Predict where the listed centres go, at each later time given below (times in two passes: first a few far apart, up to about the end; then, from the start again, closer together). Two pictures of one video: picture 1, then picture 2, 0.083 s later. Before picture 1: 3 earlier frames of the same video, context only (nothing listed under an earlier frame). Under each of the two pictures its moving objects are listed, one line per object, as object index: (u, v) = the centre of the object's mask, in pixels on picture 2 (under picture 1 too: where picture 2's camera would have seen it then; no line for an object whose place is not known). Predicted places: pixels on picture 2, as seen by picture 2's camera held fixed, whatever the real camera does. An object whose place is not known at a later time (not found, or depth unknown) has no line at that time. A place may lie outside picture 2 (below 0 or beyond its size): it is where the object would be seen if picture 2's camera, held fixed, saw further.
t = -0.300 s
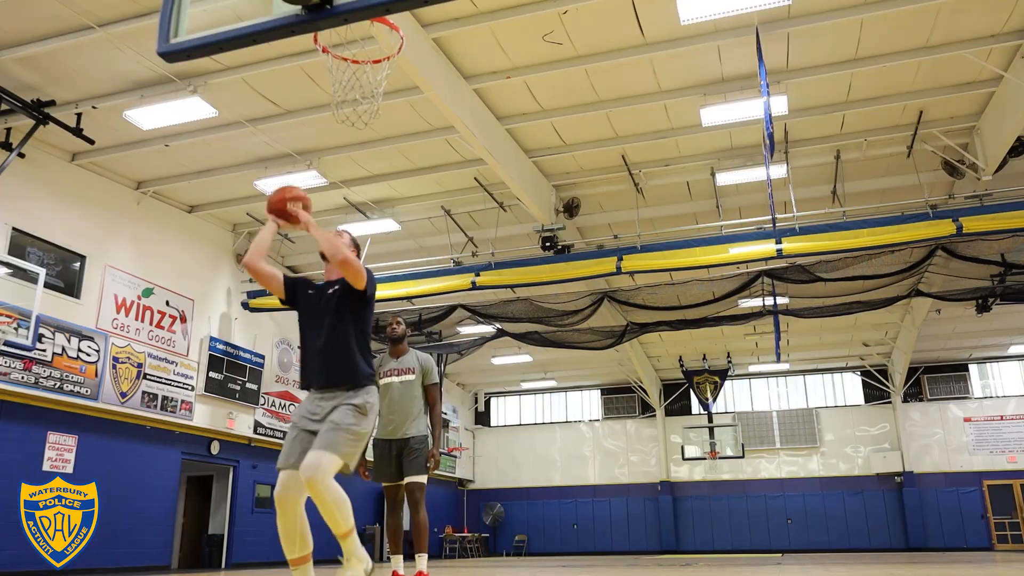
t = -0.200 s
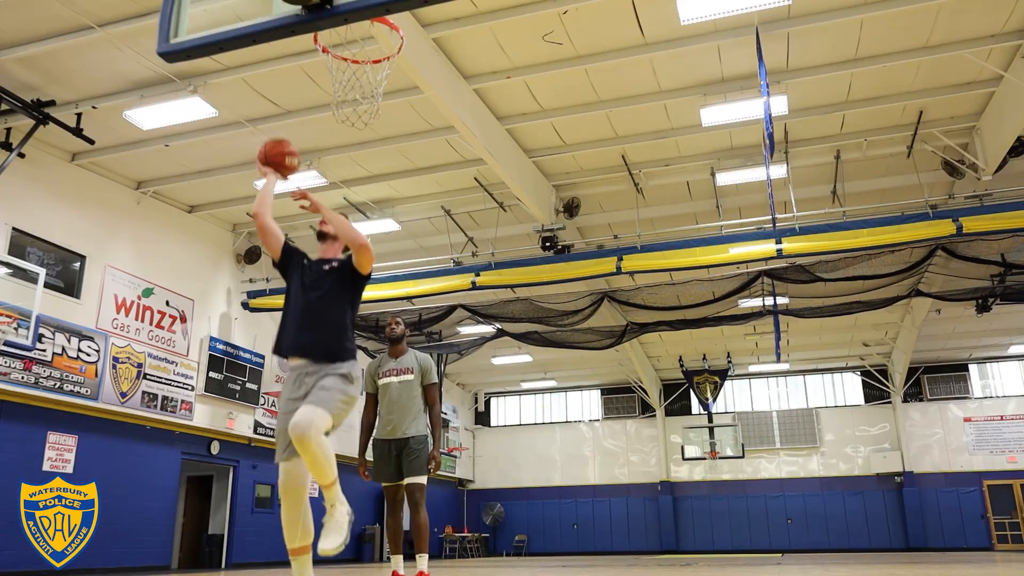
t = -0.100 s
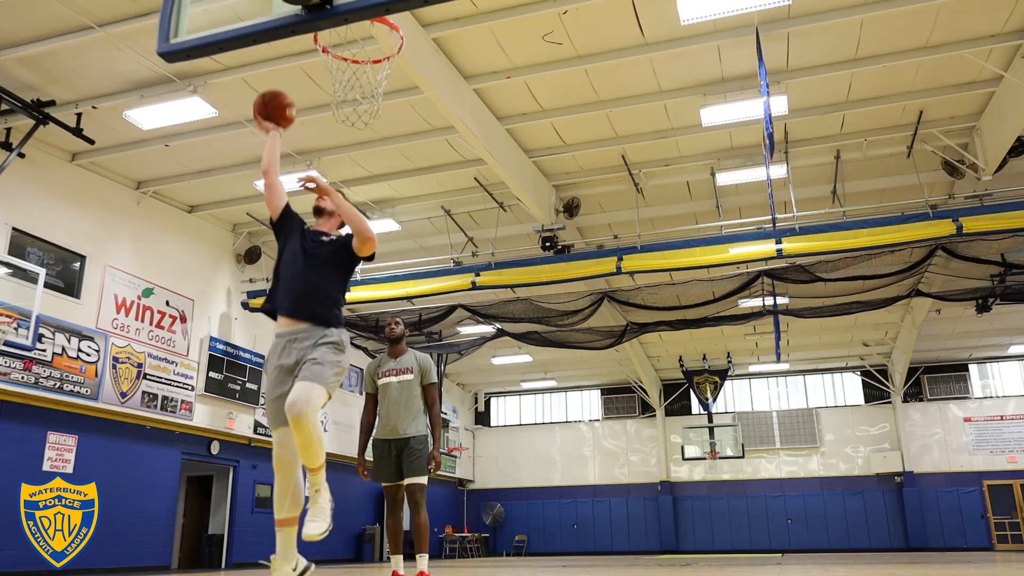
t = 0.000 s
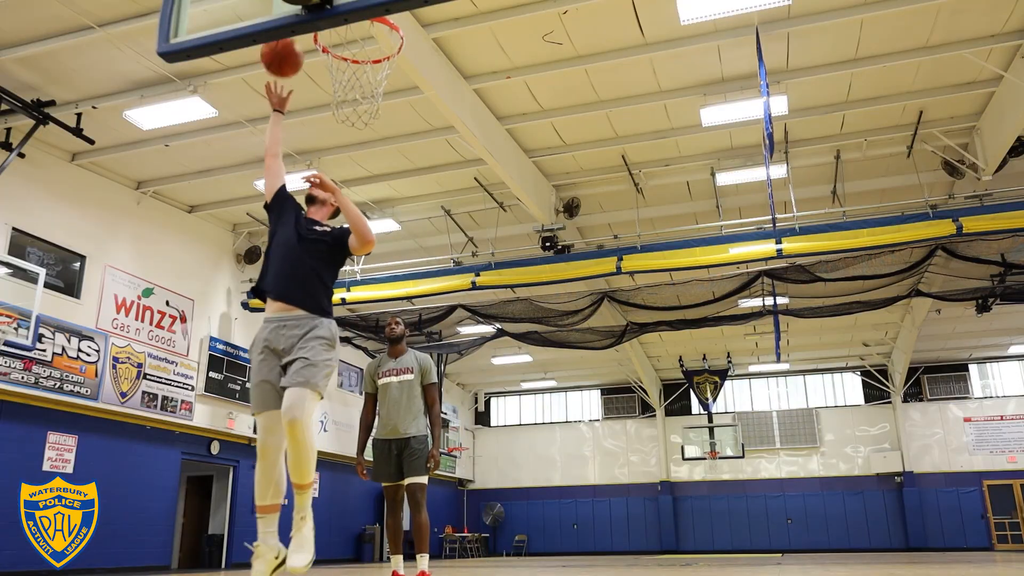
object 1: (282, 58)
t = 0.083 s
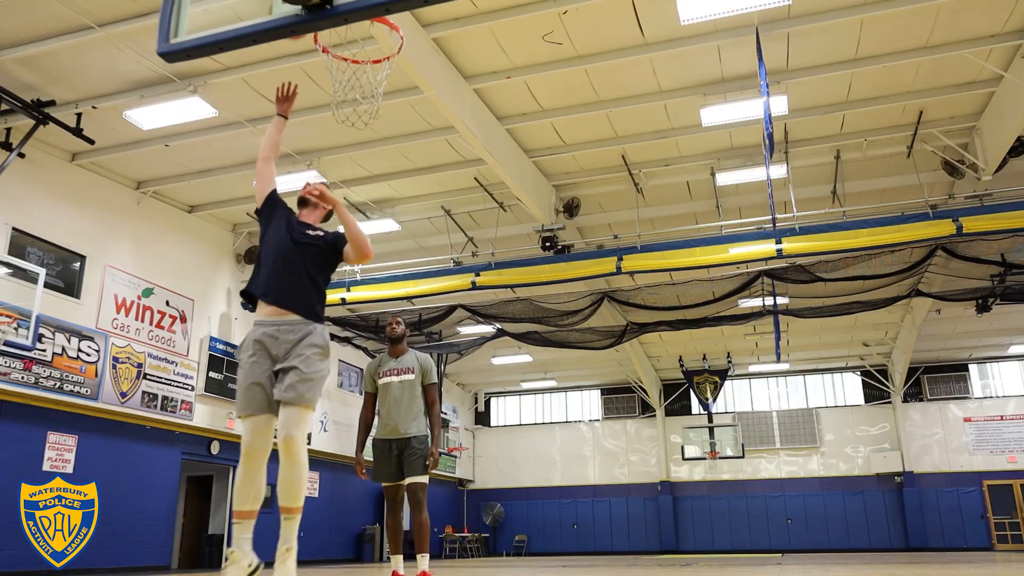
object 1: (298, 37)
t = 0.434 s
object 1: (353, 29)
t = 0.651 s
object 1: (379, 103)
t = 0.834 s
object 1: (387, 193)
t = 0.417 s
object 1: (351, 26)
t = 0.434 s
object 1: (353, 29)
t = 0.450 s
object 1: (355, 32)
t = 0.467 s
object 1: (357, 34)
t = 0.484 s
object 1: (359, 37)
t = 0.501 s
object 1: (362, 41)
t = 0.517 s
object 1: (364, 47)
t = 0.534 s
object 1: (368, 55)
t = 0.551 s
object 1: (371, 63)
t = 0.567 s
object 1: (373, 71)
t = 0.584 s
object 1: (376, 78)
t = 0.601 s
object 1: (378, 85)
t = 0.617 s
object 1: (379, 91)
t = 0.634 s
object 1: (379, 96)
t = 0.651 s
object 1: (379, 103)
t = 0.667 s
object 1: (381, 109)
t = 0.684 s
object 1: (381, 114)
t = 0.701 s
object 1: (382, 121)
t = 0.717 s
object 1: (383, 128)
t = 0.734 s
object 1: (383, 136)
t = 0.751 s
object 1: (383, 144)
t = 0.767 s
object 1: (384, 154)
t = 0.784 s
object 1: (384, 163)
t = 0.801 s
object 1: (385, 173)
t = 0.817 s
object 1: (386, 183)
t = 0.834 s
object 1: (387, 193)
